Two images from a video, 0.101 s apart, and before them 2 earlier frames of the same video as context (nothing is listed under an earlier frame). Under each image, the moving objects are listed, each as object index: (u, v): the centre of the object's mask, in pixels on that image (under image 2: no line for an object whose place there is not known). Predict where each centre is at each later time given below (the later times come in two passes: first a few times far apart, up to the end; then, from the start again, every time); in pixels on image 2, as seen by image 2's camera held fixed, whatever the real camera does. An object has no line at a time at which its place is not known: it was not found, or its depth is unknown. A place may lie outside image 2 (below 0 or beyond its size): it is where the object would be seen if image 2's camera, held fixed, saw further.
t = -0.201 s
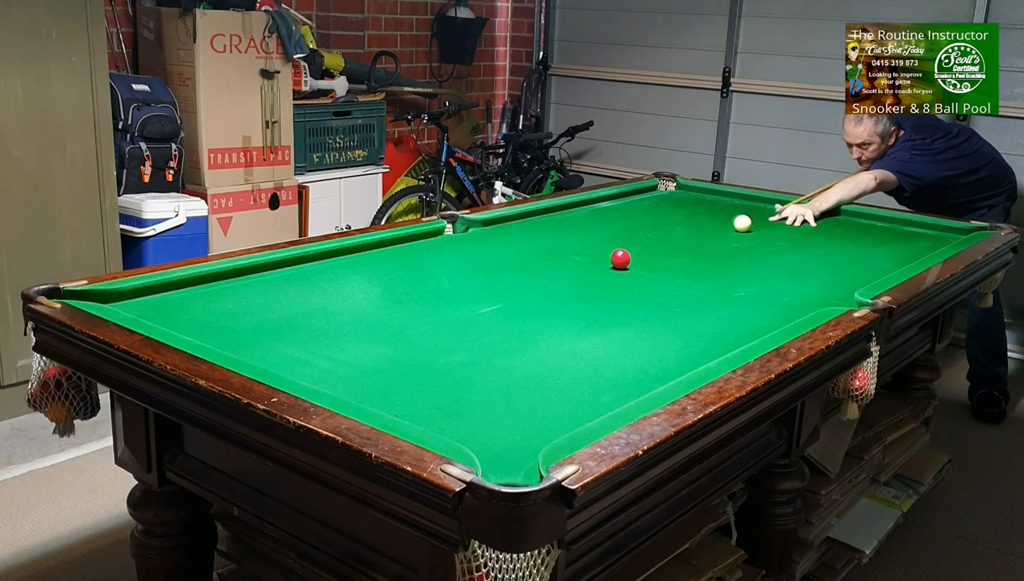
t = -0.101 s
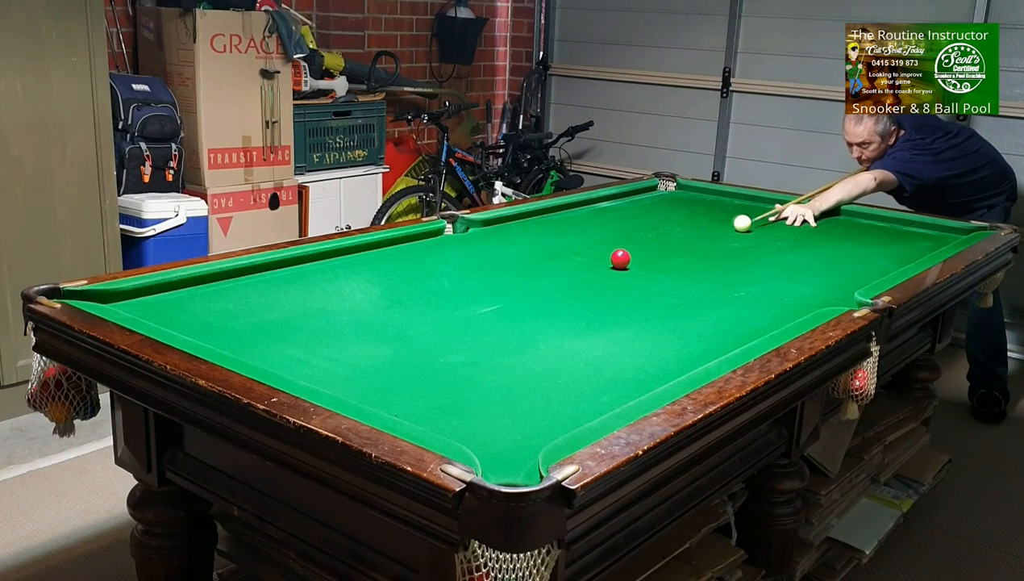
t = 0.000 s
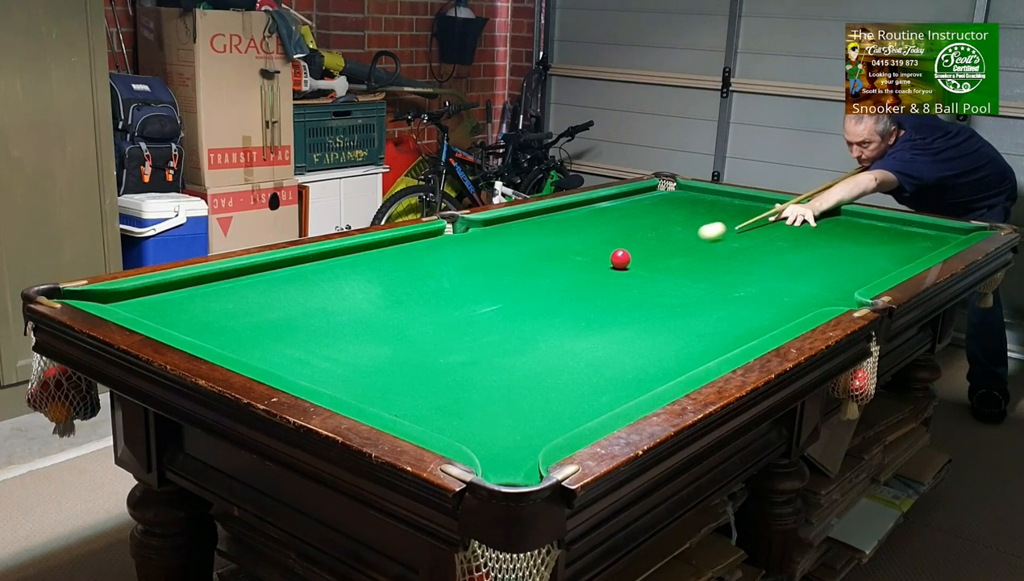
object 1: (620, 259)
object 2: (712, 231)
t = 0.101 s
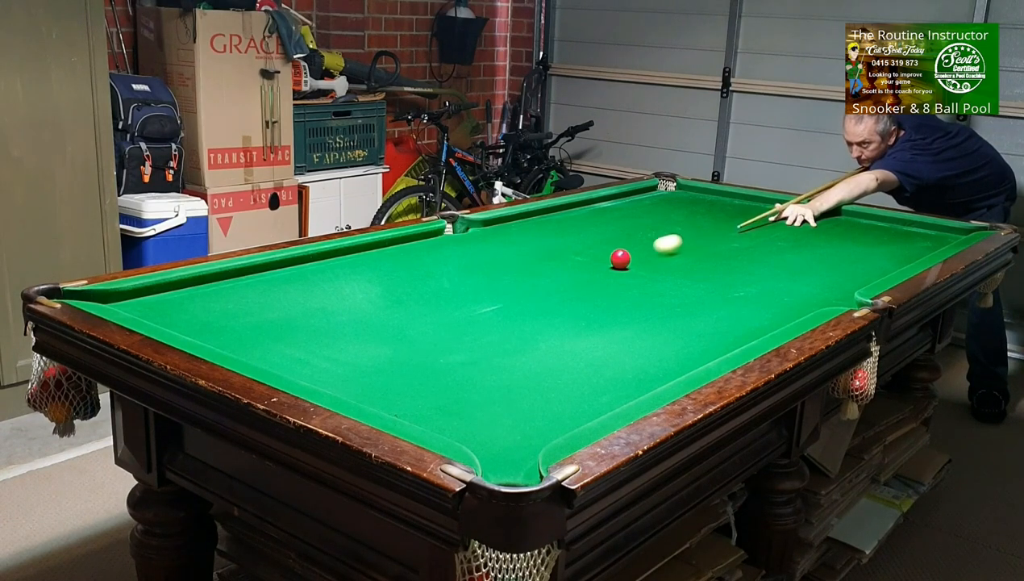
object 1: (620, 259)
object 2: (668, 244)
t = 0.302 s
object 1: (569, 272)
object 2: (628, 256)
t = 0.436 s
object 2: (625, 257)
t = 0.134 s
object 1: (620, 259)
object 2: (653, 248)
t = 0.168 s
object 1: (620, 259)
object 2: (639, 251)
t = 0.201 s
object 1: (611, 260)
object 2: (631, 255)
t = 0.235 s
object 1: (598, 264)
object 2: (630, 255)
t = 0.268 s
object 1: (583, 268)
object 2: (629, 256)
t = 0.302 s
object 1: (569, 272)
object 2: (628, 256)
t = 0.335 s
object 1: (555, 276)
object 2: (628, 256)
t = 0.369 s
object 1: (541, 280)
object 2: (627, 256)
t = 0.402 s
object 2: (626, 257)
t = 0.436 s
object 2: (625, 257)
